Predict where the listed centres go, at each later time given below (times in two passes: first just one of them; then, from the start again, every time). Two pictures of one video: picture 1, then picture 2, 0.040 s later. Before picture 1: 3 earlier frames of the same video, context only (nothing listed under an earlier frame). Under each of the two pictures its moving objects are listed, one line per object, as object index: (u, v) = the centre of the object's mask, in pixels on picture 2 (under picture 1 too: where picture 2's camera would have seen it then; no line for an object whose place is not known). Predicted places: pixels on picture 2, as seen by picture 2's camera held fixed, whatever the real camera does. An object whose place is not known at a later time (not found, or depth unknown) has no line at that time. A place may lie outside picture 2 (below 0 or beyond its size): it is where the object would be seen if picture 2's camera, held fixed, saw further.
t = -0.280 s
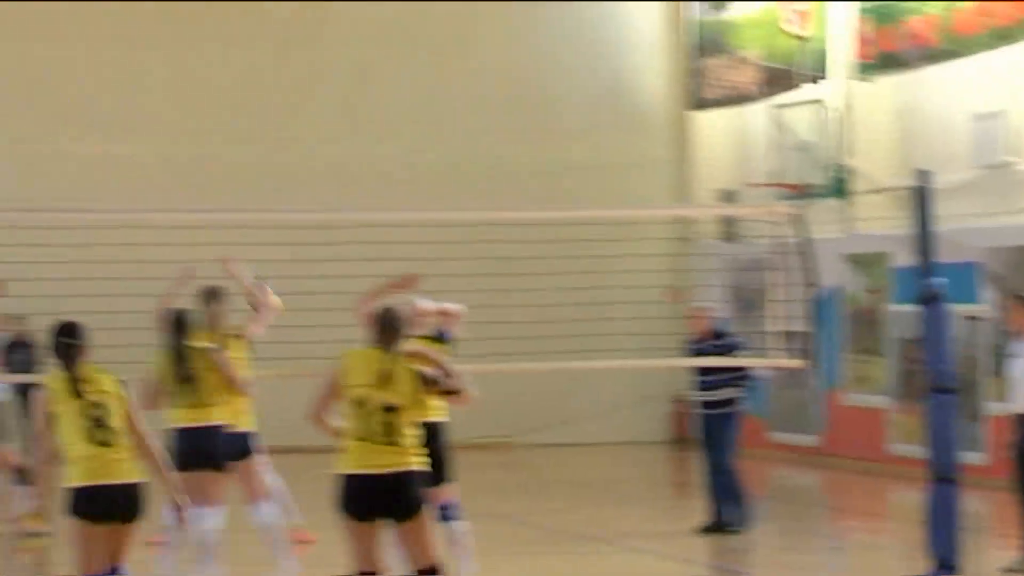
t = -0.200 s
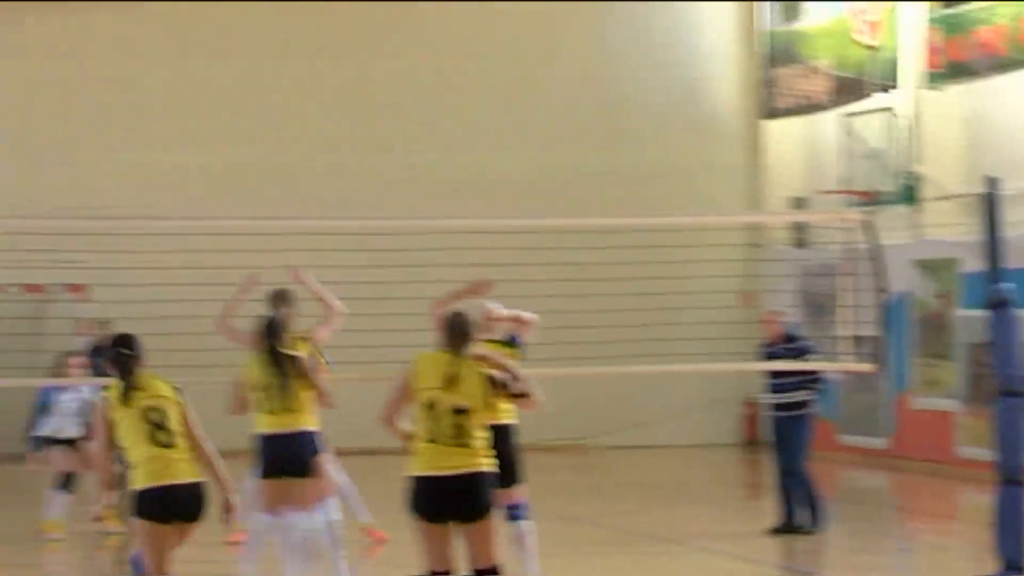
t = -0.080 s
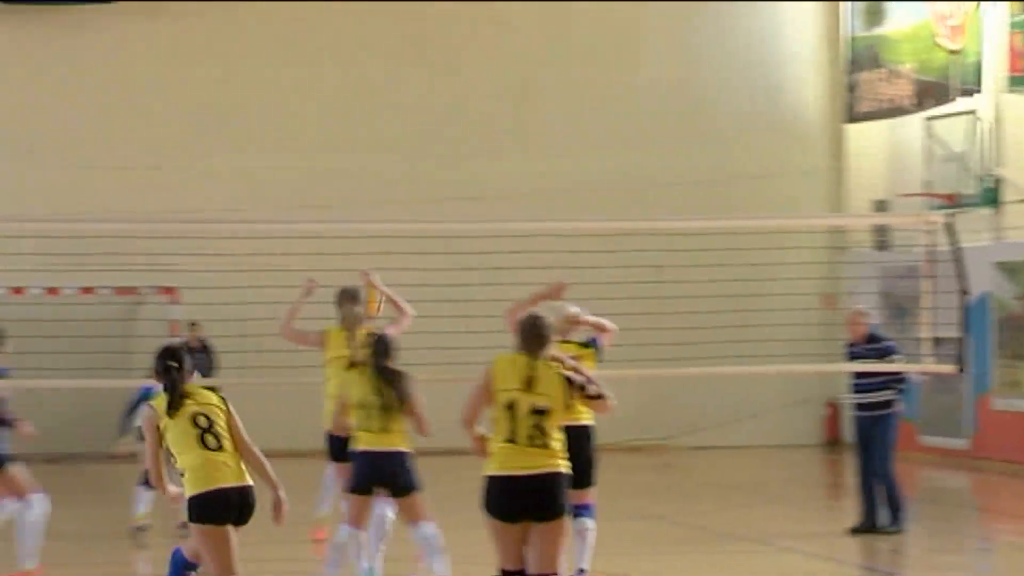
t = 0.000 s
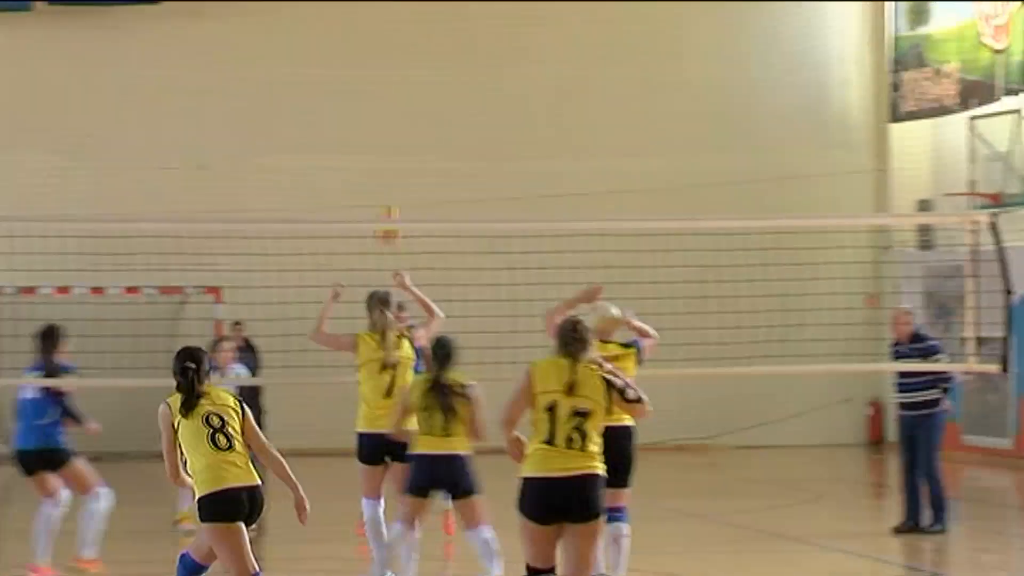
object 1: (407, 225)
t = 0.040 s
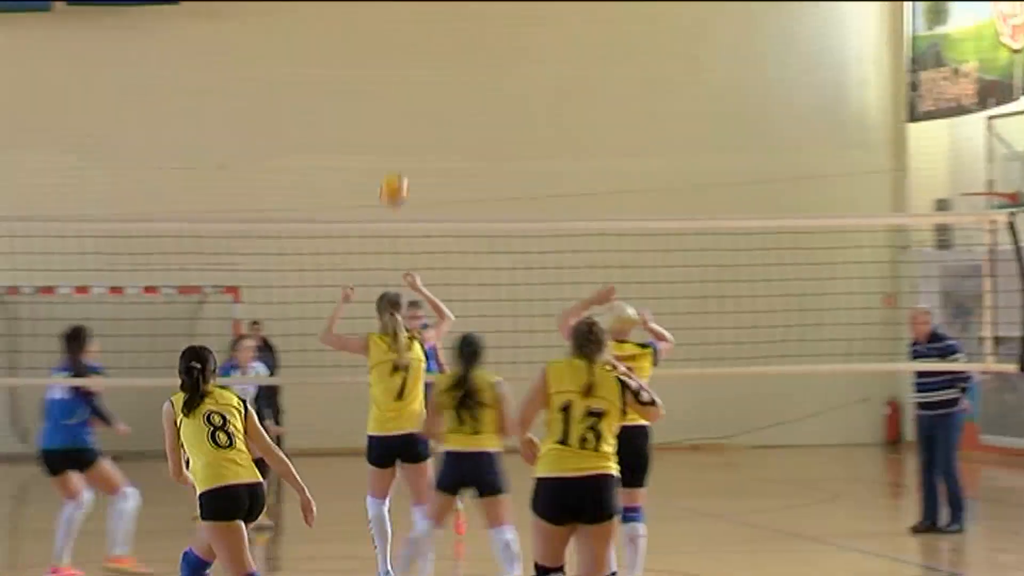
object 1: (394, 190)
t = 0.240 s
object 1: (338, 43)
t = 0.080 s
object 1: (383, 155)
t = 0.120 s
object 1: (373, 127)
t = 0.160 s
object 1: (362, 96)
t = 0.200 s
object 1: (350, 68)
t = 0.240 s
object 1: (338, 43)
